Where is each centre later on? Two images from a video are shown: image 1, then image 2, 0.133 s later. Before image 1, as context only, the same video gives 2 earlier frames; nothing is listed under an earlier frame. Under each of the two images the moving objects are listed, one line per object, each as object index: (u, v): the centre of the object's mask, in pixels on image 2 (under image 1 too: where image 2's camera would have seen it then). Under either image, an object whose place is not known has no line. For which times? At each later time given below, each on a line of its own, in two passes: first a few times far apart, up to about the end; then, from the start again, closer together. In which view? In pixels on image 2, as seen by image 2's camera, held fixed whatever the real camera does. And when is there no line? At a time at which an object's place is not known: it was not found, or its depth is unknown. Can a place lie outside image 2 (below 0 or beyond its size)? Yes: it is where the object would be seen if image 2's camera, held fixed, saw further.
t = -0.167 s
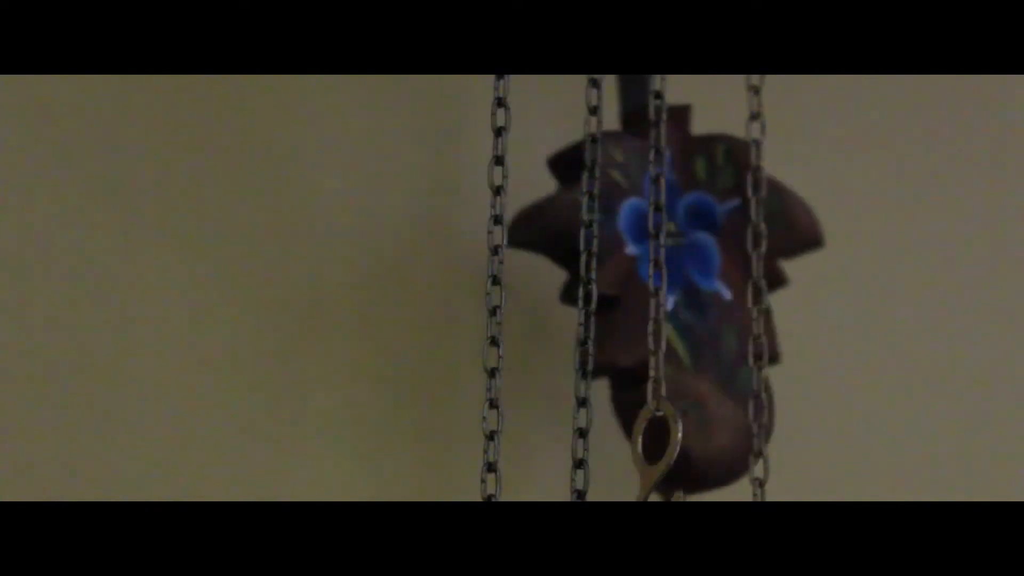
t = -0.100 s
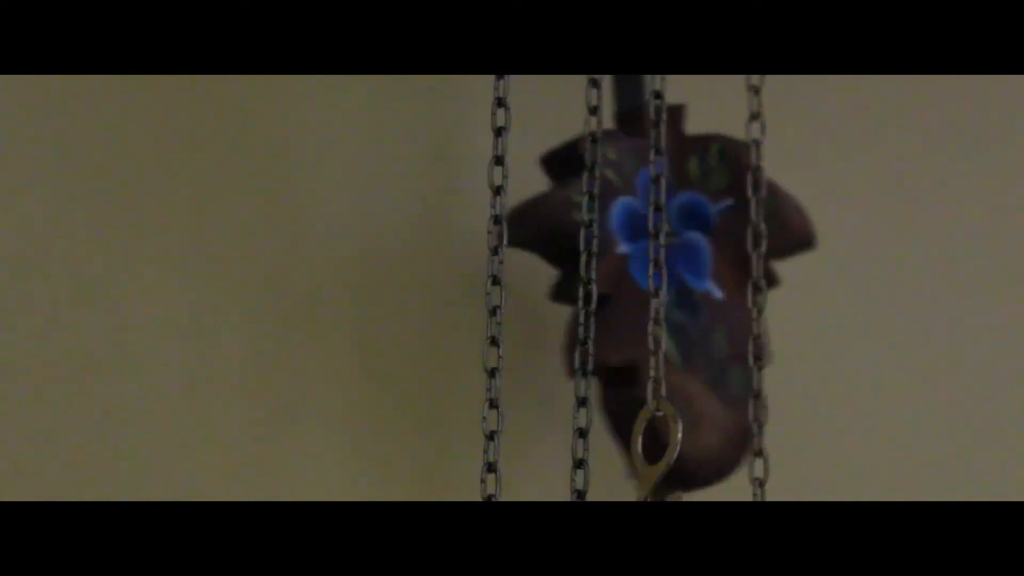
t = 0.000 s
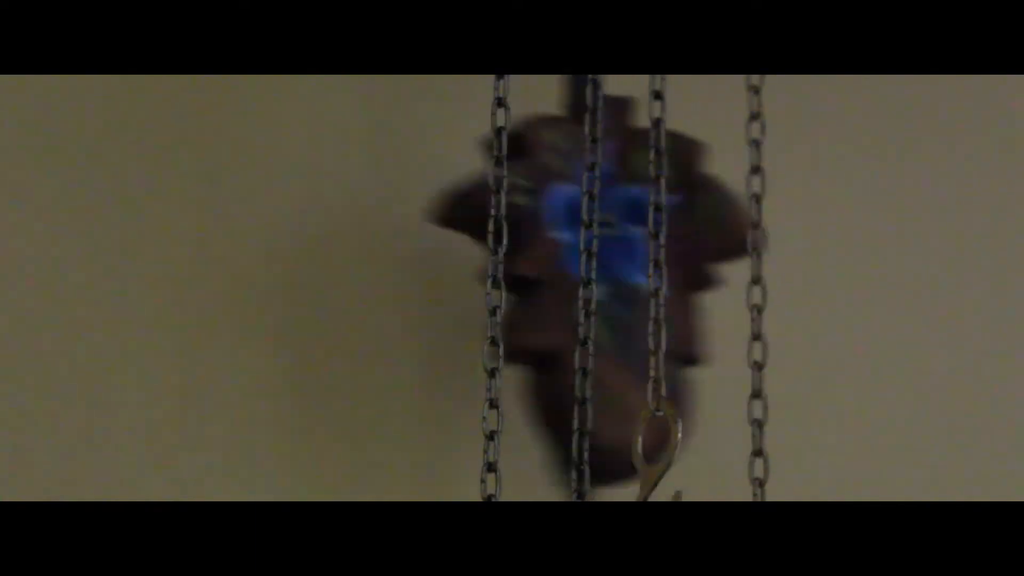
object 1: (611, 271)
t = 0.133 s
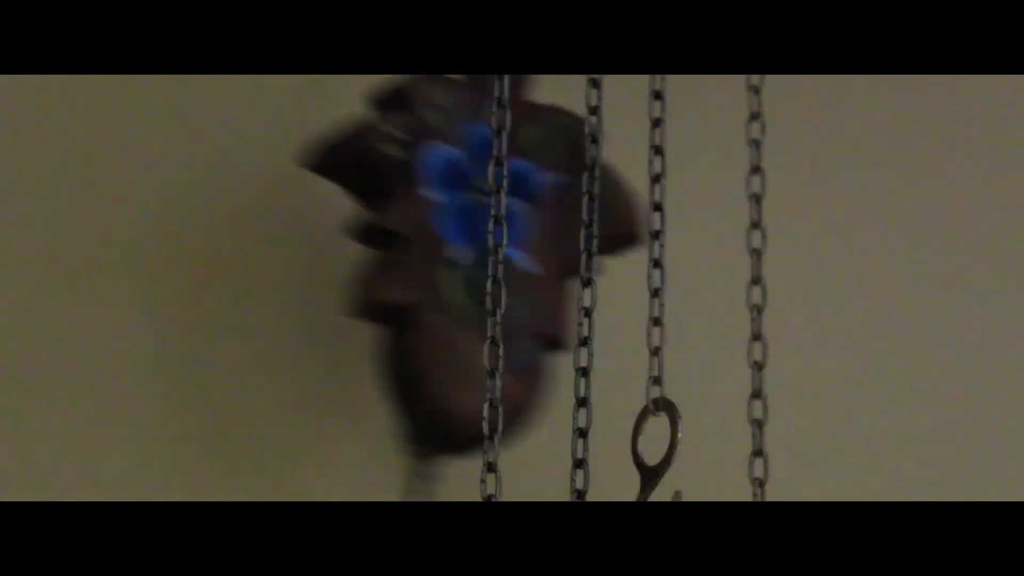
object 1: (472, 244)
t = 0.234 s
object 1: (405, 231)
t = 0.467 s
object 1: (501, 251)
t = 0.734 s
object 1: (674, 281)
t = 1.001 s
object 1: (482, 247)
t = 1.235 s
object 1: (414, 233)
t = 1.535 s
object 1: (664, 280)
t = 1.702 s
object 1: (649, 281)
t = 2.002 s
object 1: (400, 231)
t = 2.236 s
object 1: (517, 253)
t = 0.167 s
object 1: (444, 238)
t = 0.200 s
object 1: (421, 235)
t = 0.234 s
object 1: (405, 231)
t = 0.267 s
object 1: (397, 230)
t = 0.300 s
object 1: (397, 229)
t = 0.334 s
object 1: (404, 231)
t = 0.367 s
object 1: (419, 234)
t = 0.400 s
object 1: (442, 237)
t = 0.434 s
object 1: (470, 243)
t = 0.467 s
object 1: (501, 251)
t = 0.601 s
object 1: (627, 275)
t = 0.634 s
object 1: (650, 279)
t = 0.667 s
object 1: (667, 280)
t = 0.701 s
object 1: (673, 281)
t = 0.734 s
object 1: (674, 281)
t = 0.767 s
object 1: (669, 281)
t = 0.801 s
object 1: (659, 282)
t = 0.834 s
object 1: (641, 278)
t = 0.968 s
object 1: (515, 255)
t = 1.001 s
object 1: (482, 247)
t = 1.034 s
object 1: (451, 240)
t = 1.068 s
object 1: (426, 235)
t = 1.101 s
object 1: (408, 232)
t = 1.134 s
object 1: (398, 230)
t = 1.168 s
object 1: (396, 230)
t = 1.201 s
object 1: (401, 230)
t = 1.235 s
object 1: (414, 233)
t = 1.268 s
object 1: (436, 237)
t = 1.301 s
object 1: (462, 243)
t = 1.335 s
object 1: (493, 250)
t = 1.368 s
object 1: (528, 256)
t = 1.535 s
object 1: (664, 280)
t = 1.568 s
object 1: (672, 281)
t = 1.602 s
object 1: (674, 282)
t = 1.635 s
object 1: (671, 280)
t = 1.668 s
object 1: (662, 281)
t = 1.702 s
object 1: (649, 281)
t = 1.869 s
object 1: (489, 248)
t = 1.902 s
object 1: (459, 241)
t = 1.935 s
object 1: (433, 236)
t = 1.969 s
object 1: (413, 233)
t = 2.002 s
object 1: (400, 231)
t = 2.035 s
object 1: (396, 230)
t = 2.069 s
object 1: (399, 230)
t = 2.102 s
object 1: (410, 232)
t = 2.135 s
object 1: (428, 235)
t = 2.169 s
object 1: (454, 241)
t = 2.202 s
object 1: (485, 247)
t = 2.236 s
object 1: (517, 253)
